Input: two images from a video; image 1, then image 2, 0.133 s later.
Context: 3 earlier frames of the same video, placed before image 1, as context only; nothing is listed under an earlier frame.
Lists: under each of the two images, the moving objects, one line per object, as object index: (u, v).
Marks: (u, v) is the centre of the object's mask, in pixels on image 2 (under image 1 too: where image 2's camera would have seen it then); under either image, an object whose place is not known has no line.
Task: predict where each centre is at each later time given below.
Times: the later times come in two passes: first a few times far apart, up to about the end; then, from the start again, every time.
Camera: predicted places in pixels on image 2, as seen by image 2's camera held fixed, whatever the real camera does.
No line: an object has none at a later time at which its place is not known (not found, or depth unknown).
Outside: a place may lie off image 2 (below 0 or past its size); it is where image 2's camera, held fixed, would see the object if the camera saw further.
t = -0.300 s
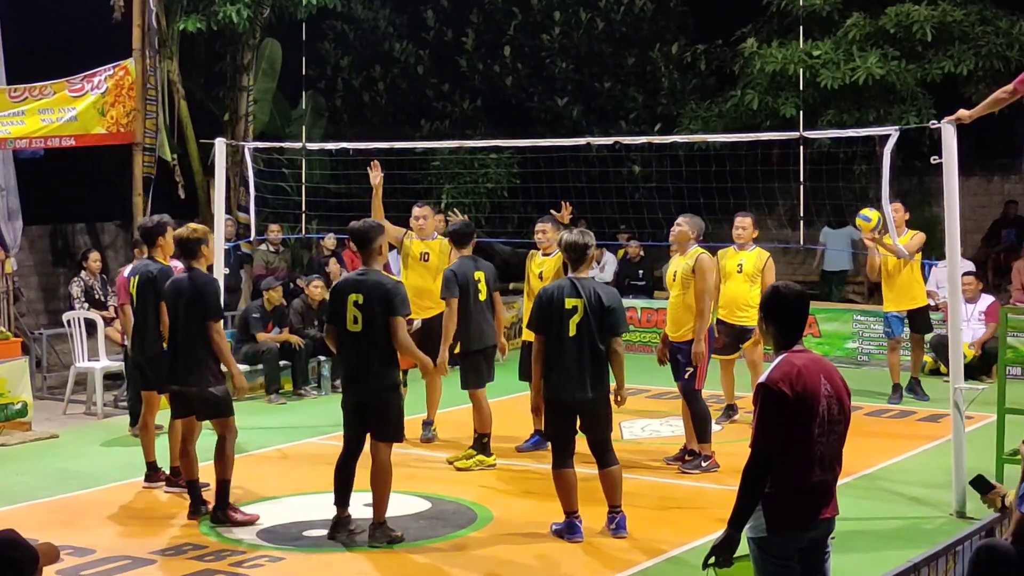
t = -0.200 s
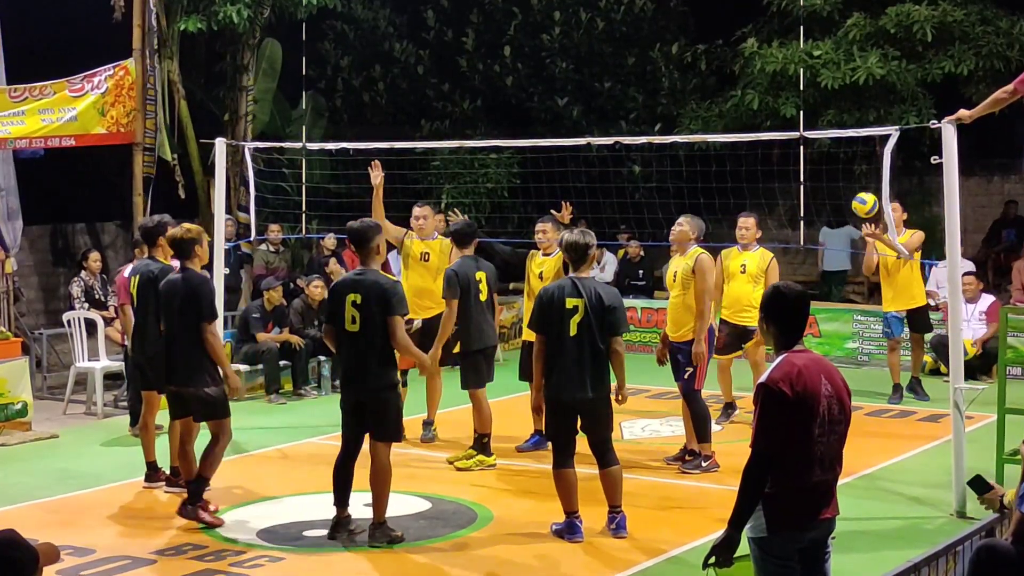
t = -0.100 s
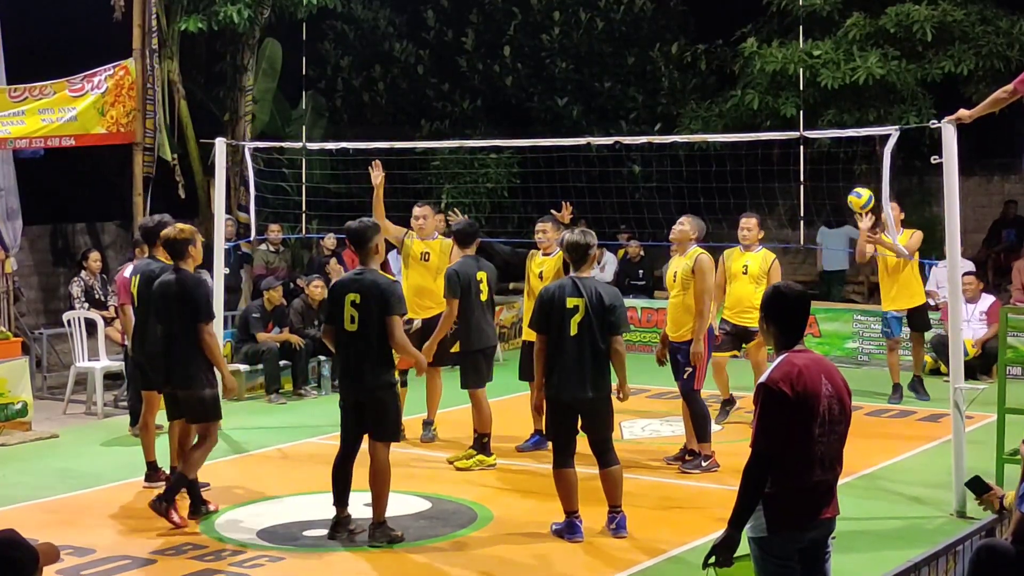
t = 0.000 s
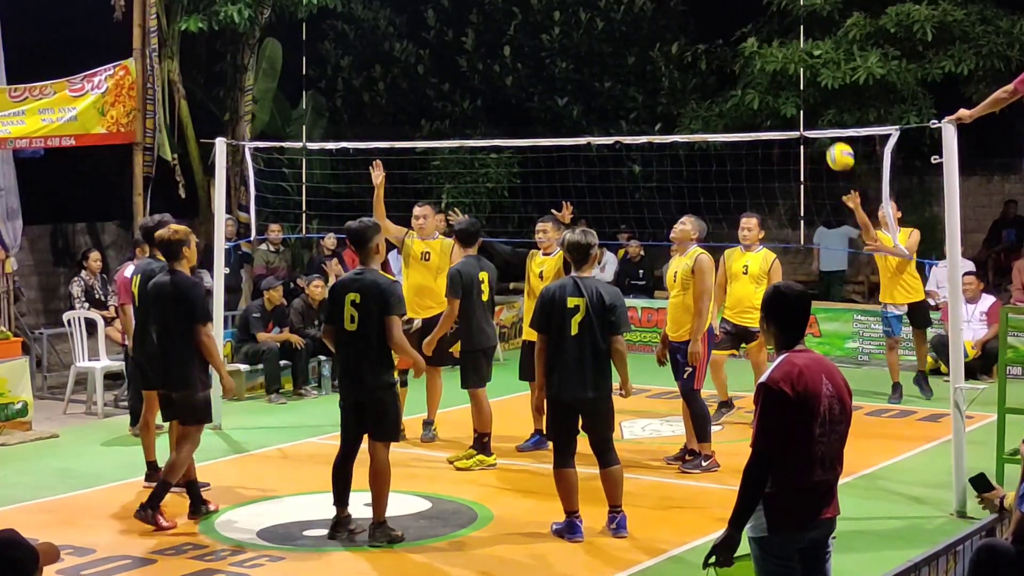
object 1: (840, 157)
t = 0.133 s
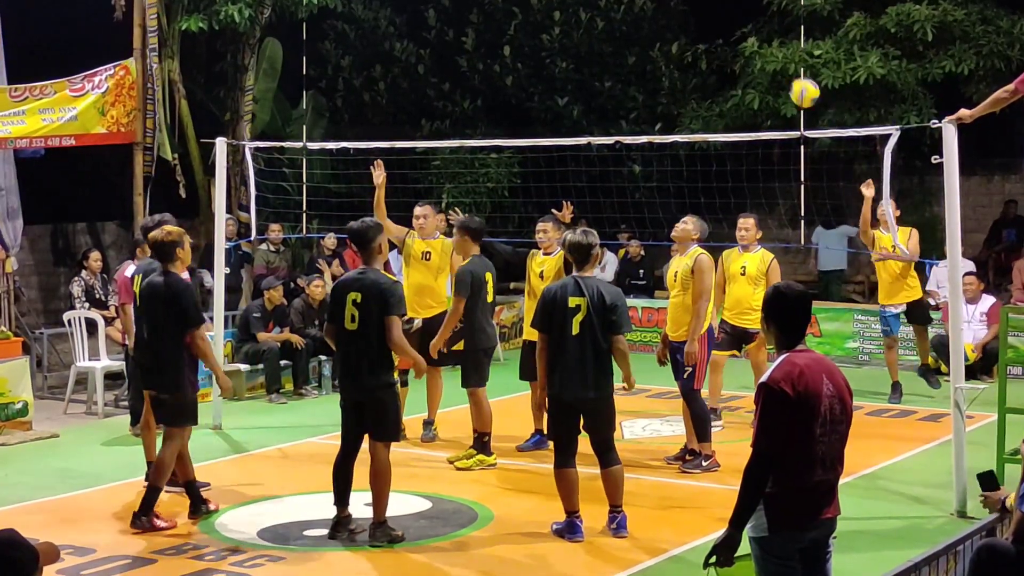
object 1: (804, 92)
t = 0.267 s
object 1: (765, 48)
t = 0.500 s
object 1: (688, 17)
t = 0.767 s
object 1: (582, 84)
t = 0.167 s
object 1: (795, 79)
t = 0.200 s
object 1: (785, 68)
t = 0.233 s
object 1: (775, 57)
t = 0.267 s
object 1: (765, 48)
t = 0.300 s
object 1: (754, 39)
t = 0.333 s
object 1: (744, 32)
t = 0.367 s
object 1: (733, 26)
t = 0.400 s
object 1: (722, 21)
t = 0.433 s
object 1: (711, 18)
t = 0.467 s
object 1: (700, 16)
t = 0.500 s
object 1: (688, 17)
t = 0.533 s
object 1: (676, 19)
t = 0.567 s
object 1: (663, 23)
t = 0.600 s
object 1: (650, 29)
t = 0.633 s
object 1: (637, 36)
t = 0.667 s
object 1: (623, 45)
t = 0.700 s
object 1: (609, 56)
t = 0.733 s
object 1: (596, 69)
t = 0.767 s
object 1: (582, 84)
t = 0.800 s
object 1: (568, 102)
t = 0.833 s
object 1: (553, 121)
